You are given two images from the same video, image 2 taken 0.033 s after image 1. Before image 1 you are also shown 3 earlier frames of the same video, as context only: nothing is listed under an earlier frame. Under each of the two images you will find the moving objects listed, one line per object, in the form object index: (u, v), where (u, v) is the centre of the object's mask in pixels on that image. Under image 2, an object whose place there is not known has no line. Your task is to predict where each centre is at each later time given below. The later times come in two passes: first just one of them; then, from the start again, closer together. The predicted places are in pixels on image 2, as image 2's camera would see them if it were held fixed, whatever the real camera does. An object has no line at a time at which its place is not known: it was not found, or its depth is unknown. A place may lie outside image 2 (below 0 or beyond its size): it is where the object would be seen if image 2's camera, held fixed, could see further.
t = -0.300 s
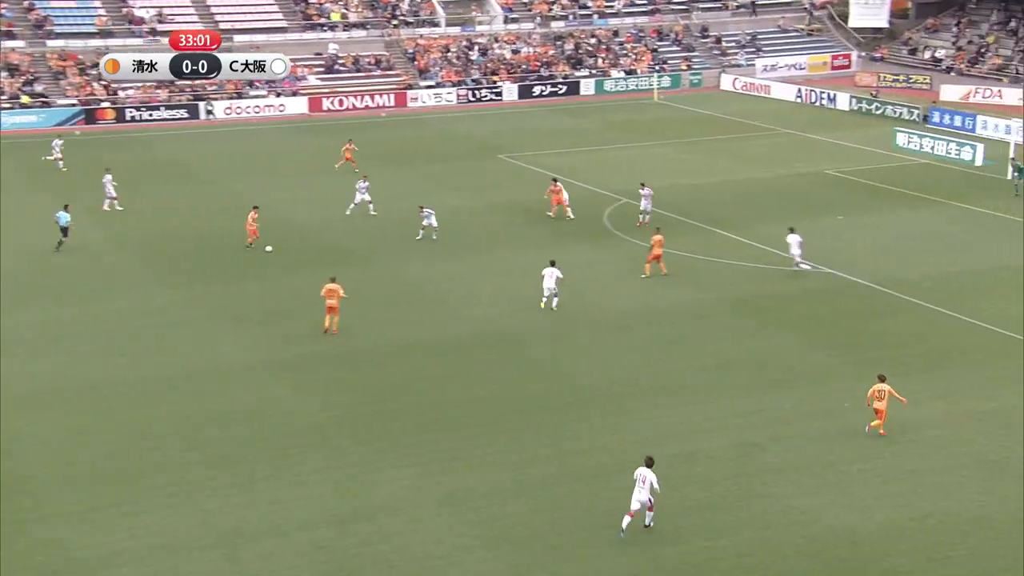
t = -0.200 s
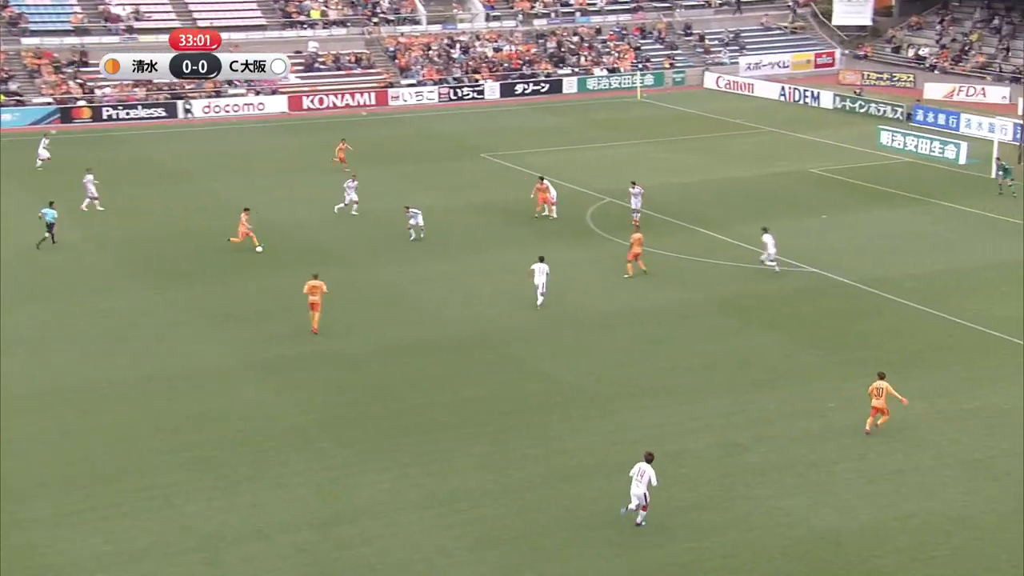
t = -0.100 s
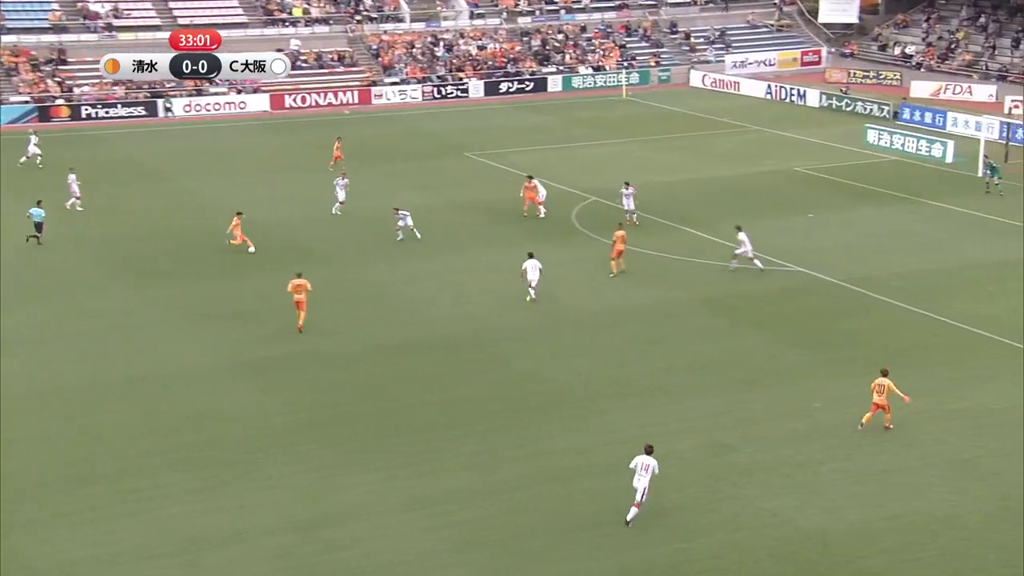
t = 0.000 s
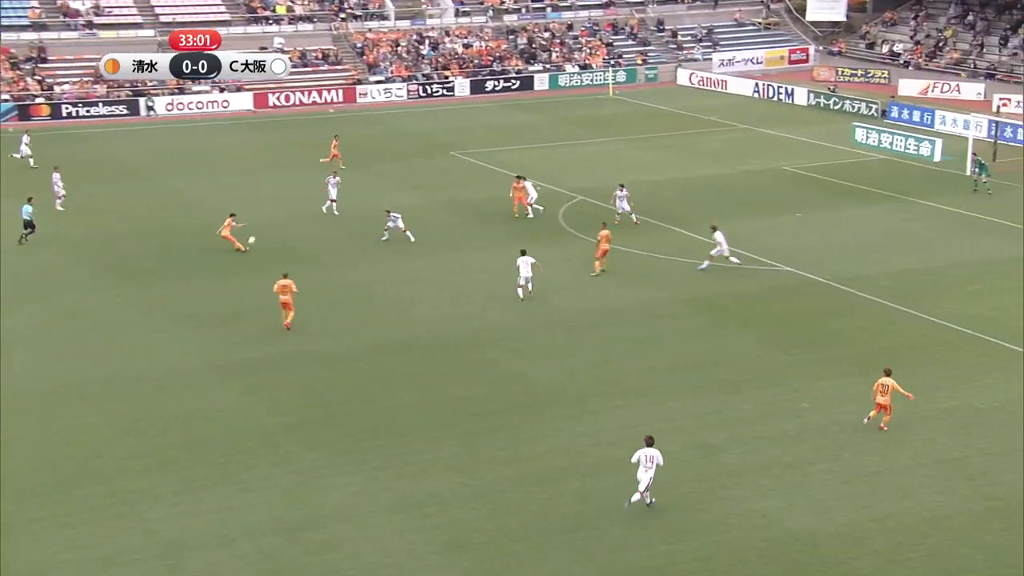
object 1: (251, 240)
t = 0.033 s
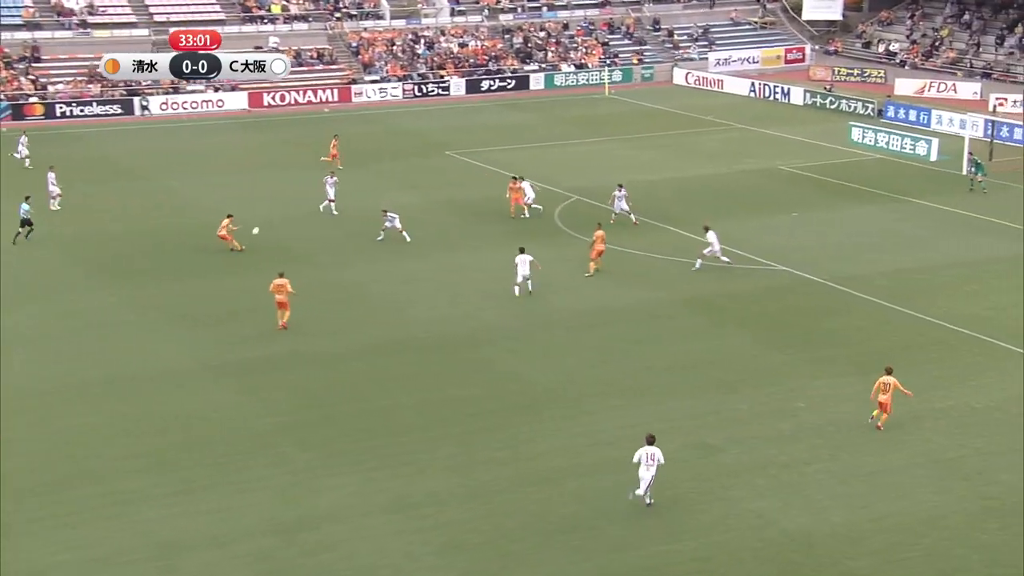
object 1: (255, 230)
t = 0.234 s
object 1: (298, 186)
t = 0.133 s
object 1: (278, 206)
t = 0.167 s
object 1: (285, 199)
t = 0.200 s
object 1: (292, 192)
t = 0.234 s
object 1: (298, 186)
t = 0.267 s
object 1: (304, 180)
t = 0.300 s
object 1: (310, 173)
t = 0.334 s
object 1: (315, 167)
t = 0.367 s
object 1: (320, 162)
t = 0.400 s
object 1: (326, 156)
